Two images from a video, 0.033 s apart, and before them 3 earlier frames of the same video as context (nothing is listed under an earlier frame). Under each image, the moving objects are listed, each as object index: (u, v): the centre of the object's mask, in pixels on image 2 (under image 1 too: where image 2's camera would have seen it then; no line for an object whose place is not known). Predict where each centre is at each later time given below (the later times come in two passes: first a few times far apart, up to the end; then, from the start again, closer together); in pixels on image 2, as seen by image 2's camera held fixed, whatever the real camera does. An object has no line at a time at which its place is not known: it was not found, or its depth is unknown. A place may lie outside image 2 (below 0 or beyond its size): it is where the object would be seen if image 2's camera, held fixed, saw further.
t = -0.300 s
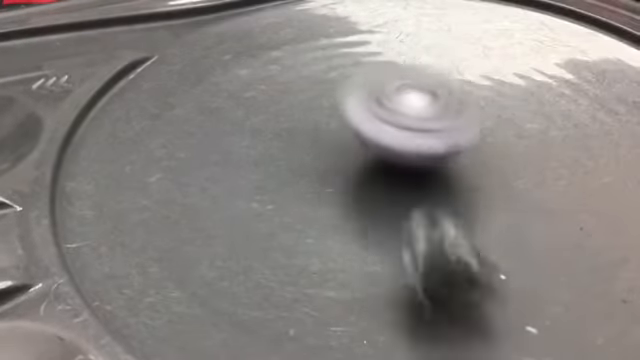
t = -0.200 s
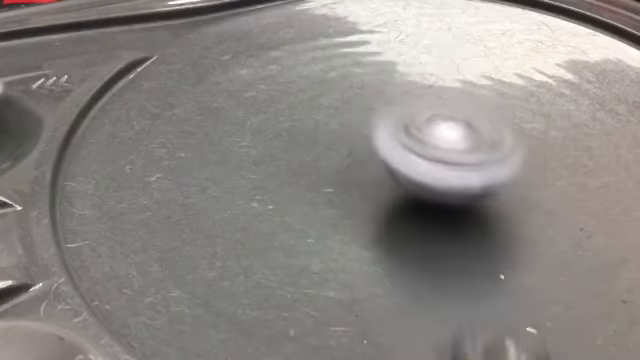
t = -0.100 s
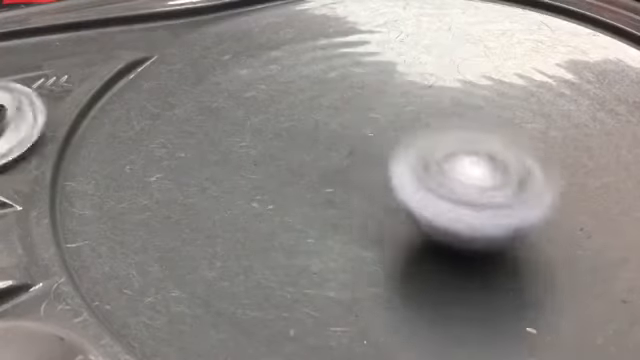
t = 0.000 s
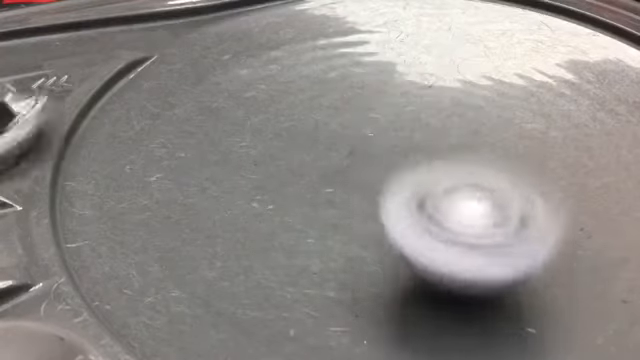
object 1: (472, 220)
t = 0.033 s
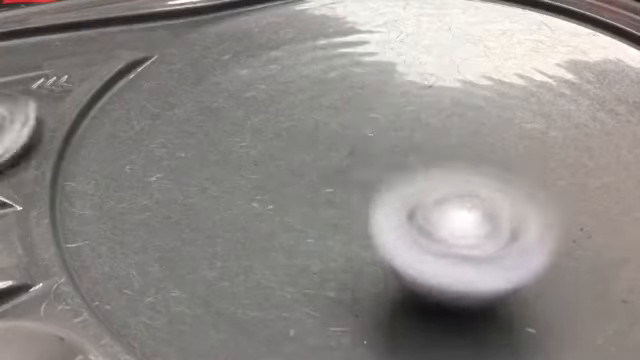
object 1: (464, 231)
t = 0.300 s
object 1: (355, 218)
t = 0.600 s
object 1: (379, 120)
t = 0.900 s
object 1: (499, 84)
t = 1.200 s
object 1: (504, 141)
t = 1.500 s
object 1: (342, 151)
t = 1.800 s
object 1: (281, 106)
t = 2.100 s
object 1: (347, 101)
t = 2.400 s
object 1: (428, 127)
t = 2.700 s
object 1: (491, 166)
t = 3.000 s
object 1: (454, 174)
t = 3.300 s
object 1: (406, 146)
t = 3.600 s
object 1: (380, 121)
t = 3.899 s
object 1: (370, 109)
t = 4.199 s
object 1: (379, 114)
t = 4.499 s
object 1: (403, 133)
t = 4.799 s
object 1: (436, 144)
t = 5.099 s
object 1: (453, 145)
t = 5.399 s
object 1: (432, 141)
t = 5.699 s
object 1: (413, 134)
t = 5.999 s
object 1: (397, 135)
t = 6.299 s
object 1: (397, 142)
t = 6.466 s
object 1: (404, 144)
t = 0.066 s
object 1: (451, 240)
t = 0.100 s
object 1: (437, 244)
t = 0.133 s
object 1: (420, 247)
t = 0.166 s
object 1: (404, 246)
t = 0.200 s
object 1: (388, 242)
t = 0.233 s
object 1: (376, 234)
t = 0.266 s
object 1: (364, 226)
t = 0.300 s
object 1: (355, 218)
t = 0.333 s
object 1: (348, 207)
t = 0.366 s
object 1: (344, 197)
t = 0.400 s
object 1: (342, 186)
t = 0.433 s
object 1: (343, 174)
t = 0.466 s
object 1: (346, 162)
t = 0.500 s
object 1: (351, 151)
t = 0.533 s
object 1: (358, 140)
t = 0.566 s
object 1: (367, 129)
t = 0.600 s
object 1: (379, 120)
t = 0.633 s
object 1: (389, 111)
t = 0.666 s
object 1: (400, 103)
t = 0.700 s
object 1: (413, 97)
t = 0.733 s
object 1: (427, 90)
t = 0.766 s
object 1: (442, 85)
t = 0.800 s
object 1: (458, 82)
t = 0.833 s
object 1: (472, 81)
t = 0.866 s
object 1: (487, 82)
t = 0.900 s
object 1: (499, 84)
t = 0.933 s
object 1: (512, 88)
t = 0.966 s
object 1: (520, 93)
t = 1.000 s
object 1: (527, 99)
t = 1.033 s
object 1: (532, 105)
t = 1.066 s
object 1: (532, 112)
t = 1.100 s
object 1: (529, 120)
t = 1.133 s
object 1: (523, 127)
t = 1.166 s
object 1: (517, 134)
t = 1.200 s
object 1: (504, 141)
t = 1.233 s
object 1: (489, 150)
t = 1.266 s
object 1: (474, 153)
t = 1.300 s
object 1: (454, 159)
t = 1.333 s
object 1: (435, 161)
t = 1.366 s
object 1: (415, 162)
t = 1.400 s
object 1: (396, 159)
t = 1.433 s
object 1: (376, 157)
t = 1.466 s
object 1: (358, 153)
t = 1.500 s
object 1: (342, 151)
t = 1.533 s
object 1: (327, 148)
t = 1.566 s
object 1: (314, 144)
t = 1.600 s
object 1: (303, 139)
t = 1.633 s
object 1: (293, 133)
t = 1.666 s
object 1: (285, 127)
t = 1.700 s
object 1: (281, 122)
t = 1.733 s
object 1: (280, 117)
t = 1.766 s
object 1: (279, 112)
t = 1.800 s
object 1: (281, 106)
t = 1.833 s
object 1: (286, 102)
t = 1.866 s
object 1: (291, 100)
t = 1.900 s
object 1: (298, 98)
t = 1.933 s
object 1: (306, 97)
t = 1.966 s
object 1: (313, 96)
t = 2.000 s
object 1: (322, 96)
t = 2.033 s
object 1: (330, 98)
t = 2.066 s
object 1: (339, 99)
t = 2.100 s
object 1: (347, 101)
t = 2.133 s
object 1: (354, 103)
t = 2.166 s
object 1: (363, 105)
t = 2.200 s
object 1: (373, 107)
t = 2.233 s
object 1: (383, 110)
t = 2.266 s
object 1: (391, 114)
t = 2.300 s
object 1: (400, 116)
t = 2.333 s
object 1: (408, 120)
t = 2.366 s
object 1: (418, 123)
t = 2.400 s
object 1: (428, 127)
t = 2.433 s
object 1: (438, 130)
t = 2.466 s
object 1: (447, 134)
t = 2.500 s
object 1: (456, 137)
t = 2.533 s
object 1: (468, 140)
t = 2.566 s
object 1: (475, 144)
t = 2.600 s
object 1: (481, 148)
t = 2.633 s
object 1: (486, 154)
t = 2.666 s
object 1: (490, 163)
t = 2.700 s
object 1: (491, 166)
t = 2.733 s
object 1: (493, 167)
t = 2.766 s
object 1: (492, 169)
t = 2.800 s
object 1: (487, 175)
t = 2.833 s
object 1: (484, 176)
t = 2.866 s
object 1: (478, 177)
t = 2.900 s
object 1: (472, 178)
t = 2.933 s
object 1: (463, 178)
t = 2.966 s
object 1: (458, 178)
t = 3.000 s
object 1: (454, 174)
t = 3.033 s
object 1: (448, 174)
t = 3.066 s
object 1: (443, 171)
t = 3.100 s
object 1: (437, 168)
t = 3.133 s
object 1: (432, 165)
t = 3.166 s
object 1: (429, 161)
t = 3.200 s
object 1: (424, 157)
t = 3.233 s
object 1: (418, 154)
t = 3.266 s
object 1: (411, 150)
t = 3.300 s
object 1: (406, 146)
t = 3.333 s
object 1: (403, 143)
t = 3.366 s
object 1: (401, 139)
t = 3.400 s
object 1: (397, 137)
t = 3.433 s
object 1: (394, 135)
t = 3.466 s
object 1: (389, 131)
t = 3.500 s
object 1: (387, 129)
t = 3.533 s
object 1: (384, 126)
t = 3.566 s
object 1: (382, 123)
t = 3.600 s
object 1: (380, 121)
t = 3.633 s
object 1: (376, 117)
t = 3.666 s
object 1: (376, 115)
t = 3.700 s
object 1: (374, 113)
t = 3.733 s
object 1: (373, 112)
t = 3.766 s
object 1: (372, 111)
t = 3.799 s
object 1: (370, 110)
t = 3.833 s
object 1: (370, 109)
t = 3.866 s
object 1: (369, 109)
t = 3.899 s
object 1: (370, 109)
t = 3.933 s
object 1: (370, 109)
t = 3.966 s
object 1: (369, 109)
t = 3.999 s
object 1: (370, 109)
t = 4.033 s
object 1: (372, 109)
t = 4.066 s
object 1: (374, 110)
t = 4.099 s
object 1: (374, 111)
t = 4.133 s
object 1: (375, 111)
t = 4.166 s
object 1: (378, 113)
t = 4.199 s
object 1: (379, 114)
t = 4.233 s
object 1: (380, 115)
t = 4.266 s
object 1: (382, 117)
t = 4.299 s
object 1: (384, 119)
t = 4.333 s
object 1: (388, 121)
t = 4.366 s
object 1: (391, 123)
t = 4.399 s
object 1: (392, 125)
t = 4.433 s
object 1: (395, 128)
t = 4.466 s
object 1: (399, 130)
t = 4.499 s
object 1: (403, 133)
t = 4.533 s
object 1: (405, 133)
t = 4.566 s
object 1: (409, 136)
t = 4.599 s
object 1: (416, 137)
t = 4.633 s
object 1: (419, 139)
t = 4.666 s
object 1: (421, 139)
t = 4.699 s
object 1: (426, 141)
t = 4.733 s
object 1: (431, 143)
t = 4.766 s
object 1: (434, 143)
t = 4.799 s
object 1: (436, 144)
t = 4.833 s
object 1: (440, 144)
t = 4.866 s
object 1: (445, 146)
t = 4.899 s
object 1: (446, 146)
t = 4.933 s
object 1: (448, 146)
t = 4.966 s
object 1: (451, 147)
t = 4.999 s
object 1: (452, 148)
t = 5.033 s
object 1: (452, 147)
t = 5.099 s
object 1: (453, 145)
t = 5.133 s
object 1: (453, 145)
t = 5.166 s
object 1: (451, 145)
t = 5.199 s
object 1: (451, 144)
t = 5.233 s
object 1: (451, 143)
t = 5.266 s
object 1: (445, 148)
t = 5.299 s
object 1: (443, 144)
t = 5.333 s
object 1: (442, 143)
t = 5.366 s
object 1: (438, 142)
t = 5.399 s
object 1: (432, 141)
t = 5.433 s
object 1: (431, 139)
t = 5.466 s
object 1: (430, 141)
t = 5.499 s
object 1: (426, 139)
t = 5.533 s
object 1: (424, 137)
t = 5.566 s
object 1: (422, 136)
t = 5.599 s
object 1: (418, 137)
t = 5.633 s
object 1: (415, 136)
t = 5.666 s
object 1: (414, 135)
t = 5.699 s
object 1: (413, 134)
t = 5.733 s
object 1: (408, 135)
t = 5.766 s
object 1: (407, 134)
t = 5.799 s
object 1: (406, 134)
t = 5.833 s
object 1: (402, 135)
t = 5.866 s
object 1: (401, 134)
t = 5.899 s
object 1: (400, 135)
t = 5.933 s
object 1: (399, 135)
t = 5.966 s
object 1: (397, 135)
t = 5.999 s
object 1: (397, 135)
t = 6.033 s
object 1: (396, 135)
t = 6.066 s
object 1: (393, 136)
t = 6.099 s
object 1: (394, 136)
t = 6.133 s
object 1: (393, 138)
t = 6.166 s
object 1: (391, 140)
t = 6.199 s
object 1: (393, 141)
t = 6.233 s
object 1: (393, 143)
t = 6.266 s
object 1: (394, 142)
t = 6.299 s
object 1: (397, 142)
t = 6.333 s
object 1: (396, 144)
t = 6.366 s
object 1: (398, 143)
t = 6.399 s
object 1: (402, 143)
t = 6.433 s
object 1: (402, 144)
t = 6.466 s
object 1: (404, 144)
